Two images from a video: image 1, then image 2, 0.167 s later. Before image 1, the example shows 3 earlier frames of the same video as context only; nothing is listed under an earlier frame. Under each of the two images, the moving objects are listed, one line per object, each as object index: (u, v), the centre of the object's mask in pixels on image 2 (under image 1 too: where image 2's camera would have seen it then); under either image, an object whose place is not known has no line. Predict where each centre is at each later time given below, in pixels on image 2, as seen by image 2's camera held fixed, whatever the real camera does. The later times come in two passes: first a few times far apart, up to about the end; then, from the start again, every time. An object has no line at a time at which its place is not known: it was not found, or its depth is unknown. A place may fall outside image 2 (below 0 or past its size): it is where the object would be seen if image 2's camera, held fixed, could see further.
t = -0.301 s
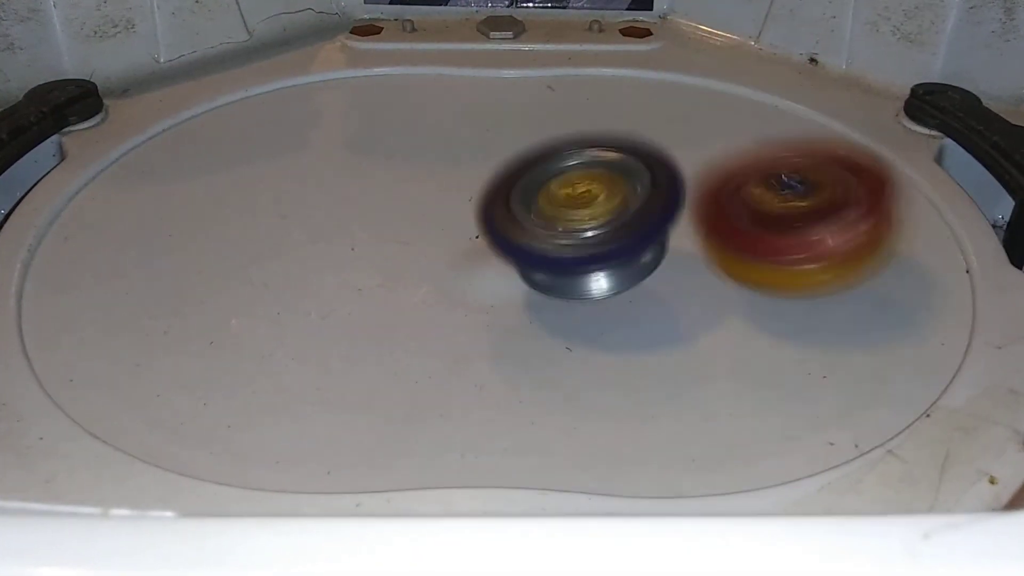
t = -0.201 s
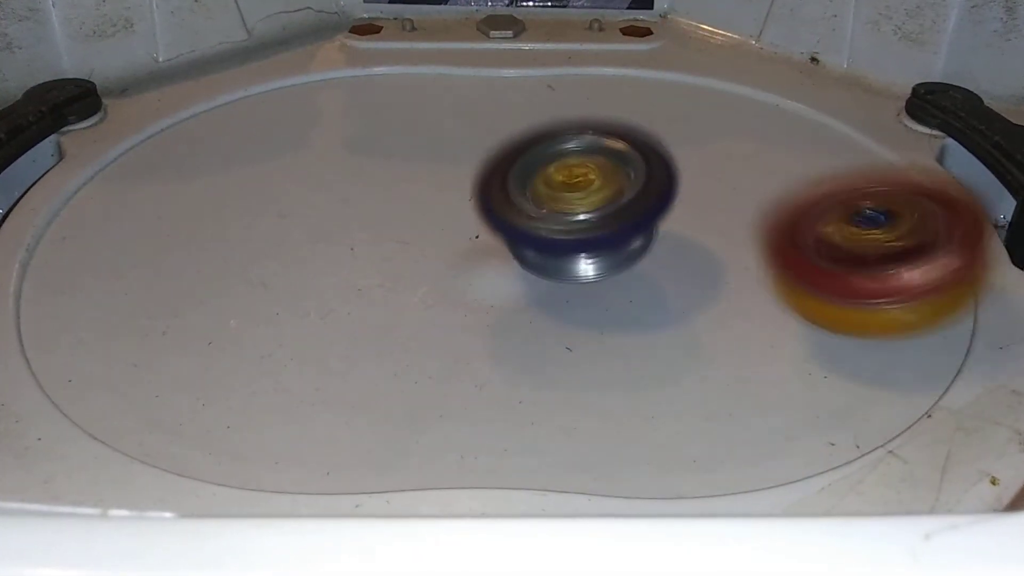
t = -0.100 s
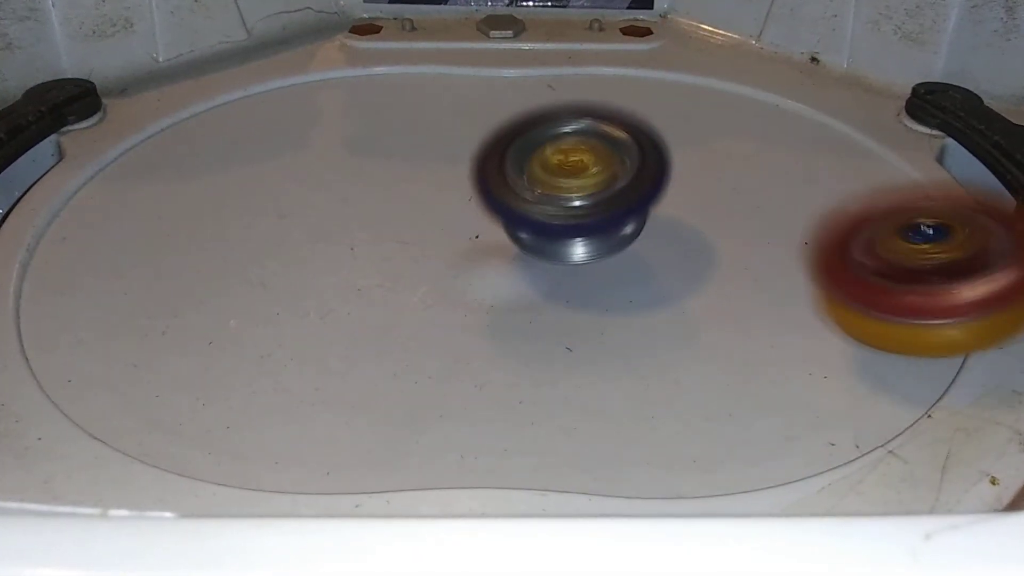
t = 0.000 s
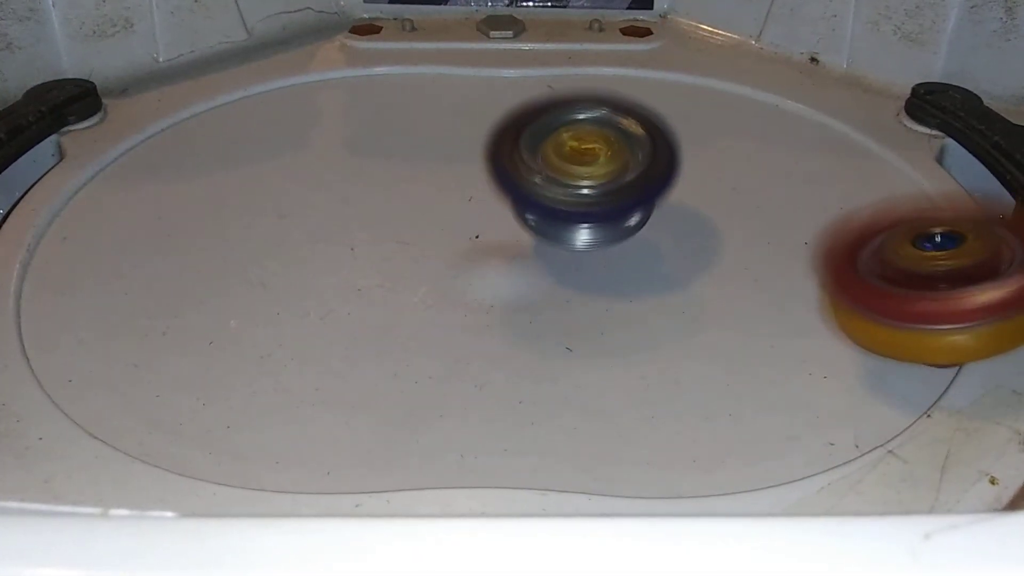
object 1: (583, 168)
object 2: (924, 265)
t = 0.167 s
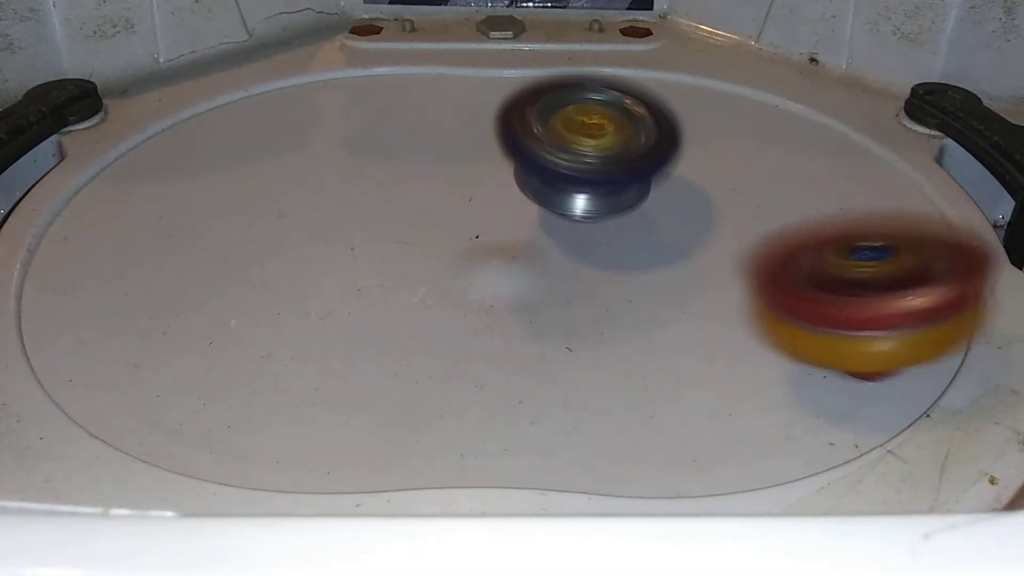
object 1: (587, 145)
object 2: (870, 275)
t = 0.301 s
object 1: (551, 138)
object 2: (725, 280)
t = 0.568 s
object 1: (466, 167)
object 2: (362, 281)
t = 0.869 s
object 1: (436, 195)
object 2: (100, 275)
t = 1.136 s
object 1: (433, 217)
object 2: (204, 253)
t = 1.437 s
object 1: (593, 185)
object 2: (184, 229)
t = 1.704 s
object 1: (593, 175)
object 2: (340, 187)
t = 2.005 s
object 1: (663, 164)
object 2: (335, 106)
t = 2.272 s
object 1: (641, 177)
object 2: (351, 124)
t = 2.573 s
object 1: (681, 211)
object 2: (463, 166)
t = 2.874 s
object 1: (822, 273)
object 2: (384, 164)
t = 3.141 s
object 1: (767, 270)
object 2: (413, 188)
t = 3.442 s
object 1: (670, 254)
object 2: (493, 158)
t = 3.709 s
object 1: (577, 245)
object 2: (396, 174)
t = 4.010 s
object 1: (648, 282)
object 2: (241, 165)
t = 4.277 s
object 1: (659, 287)
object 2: (178, 194)
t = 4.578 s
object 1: (647, 269)
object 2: (456, 197)
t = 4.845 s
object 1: (605, 248)
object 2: (393, 92)
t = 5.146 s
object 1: (507, 237)
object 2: (356, 116)
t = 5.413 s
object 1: (549, 331)
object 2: (386, 123)
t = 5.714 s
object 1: (483, 333)
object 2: (410, 128)
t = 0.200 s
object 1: (581, 142)
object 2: (842, 275)
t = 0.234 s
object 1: (573, 139)
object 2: (807, 276)
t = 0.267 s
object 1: (562, 138)
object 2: (769, 279)
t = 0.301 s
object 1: (551, 138)
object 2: (725, 280)
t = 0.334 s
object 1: (539, 139)
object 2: (675, 281)
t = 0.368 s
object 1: (527, 142)
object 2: (625, 283)
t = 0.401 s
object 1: (516, 145)
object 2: (579, 284)
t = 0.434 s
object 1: (505, 149)
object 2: (533, 285)
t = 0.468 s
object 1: (494, 154)
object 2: (488, 287)
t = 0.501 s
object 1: (484, 159)
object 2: (445, 286)
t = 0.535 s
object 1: (474, 163)
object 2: (404, 284)
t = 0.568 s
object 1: (466, 167)
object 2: (362, 281)
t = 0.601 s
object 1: (459, 172)
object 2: (318, 275)
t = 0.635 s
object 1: (454, 177)
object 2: (275, 272)
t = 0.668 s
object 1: (451, 182)
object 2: (231, 269)
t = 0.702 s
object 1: (448, 186)
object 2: (191, 269)
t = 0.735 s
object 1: (446, 189)
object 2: (153, 269)
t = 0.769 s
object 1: (444, 191)
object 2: (126, 270)
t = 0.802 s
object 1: (441, 193)
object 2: (110, 272)
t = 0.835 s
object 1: (438, 194)
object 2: (103, 273)
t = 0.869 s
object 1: (436, 195)
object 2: (100, 275)
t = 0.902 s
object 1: (433, 197)
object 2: (100, 275)
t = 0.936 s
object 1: (432, 200)
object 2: (101, 275)
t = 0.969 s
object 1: (431, 203)
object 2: (106, 274)
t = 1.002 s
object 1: (431, 206)
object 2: (112, 273)
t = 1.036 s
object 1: (431, 209)
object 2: (125, 271)
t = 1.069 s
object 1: (431, 212)
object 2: (147, 267)
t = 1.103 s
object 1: (431, 214)
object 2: (172, 261)
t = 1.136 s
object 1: (433, 217)
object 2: (204, 253)
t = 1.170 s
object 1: (438, 219)
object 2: (230, 242)
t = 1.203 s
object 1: (468, 210)
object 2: (215, 239)
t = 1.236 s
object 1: (494, 204)
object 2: (191, 236)
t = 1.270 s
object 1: (523, 201)
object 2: (178, 235)
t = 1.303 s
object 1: (556, 197)
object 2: (171, 233)
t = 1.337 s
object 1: (576, 192)
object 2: (171, 233)
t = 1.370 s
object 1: (587, 188)
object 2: (173, 233)
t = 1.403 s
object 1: (591, 186)
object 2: (178, 231)
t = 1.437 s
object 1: (593, 185)
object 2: (184, 229)
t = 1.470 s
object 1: (595, 183)
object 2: (193, 226)
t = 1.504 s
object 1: (596, 182)
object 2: (205, 224)
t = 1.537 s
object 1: (597, 181)
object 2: (221, 221)
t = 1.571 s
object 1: (596, 180)
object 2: (241, 216)
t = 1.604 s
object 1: (596, 178)
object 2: (263, 211)
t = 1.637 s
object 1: (596, 177)
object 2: (288, 204)
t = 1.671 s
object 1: (595, 176)
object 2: (314, 196)
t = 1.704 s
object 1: (593, 175)
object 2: (340, 187)
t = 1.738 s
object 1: (591, 174)
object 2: (365, 178)
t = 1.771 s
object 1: (590, 174)
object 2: (389, 168)
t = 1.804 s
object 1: (618, 171)
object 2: (385, 154)
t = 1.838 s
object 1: (644, 167)
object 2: (375, 142)
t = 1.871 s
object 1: (661, 165)
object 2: (366, 131)
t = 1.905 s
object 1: (667, 163)
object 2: (358, 123)
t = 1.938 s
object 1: (668, 162)
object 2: (349, 116)
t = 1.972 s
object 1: (666, 163)
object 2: (341, 110)
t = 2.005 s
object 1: (663, 164)
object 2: (335, 106)
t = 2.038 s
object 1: (661, 166)
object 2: (331, 104)
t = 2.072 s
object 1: (658, 168)
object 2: (329, 104)
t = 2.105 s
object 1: (656, 169)
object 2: (327, 105)
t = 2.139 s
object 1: (654, 171)
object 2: (327, 106)
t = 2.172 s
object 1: (651, 173)
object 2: (330, 108)
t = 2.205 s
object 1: (648, 174)
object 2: (334, 112)
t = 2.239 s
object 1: (644, 176)
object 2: (341, 118)
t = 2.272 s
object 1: (641, 177)
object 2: (351, 124)
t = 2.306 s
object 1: (637, 179)
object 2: (363, 130)
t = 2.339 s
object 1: (633, 181)
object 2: (378, 136)
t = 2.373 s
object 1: (629, 183)
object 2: (397, 144)
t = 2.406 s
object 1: (626, 186)
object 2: (418, 152)
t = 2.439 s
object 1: (626, 188)
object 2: (440, 159)
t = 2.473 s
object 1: (642, 195)
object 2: (448, 161)
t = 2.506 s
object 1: (651, 200)
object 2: (458, 164)
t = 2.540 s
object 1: (654, 203)
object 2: (468, 167)
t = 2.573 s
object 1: (681, 211)
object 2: (463, 166)
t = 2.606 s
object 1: (715, 221)
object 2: (447, 162)
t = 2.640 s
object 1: (745, 231)
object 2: (433, 158)
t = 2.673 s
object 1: (769, 243)
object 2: (420, 157)
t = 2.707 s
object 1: (787, 252)
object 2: (409, 157)
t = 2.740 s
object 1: (803, 260)
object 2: (402, 157)
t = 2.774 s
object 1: (815, 266)
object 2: (395, 158)
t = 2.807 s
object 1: (822, 269)
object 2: (390, 160)
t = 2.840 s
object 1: (823, 272)
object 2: (387, 162)
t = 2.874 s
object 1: (822, 273)
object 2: (384, 164)
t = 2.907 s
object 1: (818, 274)
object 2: (384, 166)
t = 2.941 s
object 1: (811, 274)
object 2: (384, 168)
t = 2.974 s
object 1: (803, 275)
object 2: (385, 172)
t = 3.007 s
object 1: (795, 274)
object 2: (389, 175)
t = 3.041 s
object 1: (788, 274)
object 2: (393, 178)
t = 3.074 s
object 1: (780, 274)
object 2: (398, 181)
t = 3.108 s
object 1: (774, 272)
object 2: (405, 184)
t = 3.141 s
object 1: (767, 270)
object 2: (413, 188)
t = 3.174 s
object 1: (761, 270)
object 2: (423, 192)
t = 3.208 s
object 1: (754, 268)
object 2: (437, 196)
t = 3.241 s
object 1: (747, 267)
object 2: (445, 196)
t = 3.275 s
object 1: (740, 265)
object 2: (453, 190)
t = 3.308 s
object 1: (732, 264)
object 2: (459, 181)
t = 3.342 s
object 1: (722, 263)
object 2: (470, 171)
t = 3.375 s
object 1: (708, 260)
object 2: (485, 164)
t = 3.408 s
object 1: (690, 258)
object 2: (494, 161)
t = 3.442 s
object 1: (670, 254)
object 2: (493, 158)
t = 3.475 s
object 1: (650, 251)
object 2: (485, 159)
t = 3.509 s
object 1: (628, 246)
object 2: (475, 160)
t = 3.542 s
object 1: (605, 243)
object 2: (458, 163)
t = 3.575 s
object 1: (598, 243)
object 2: (440, 165)
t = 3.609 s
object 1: (594, 243)
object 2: (424, 167)
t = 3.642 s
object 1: (590, 242)
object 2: (413, 169)
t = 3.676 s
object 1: (584, 243)
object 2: (403, 171)
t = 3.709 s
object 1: (577, 245)
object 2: (396, 174)
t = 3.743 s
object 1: (572, 245)
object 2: (390, 177)
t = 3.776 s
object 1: (566, 245)
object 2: (385, 180)
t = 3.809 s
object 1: (561, 246)
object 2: (381, 183)
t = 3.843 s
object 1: (556, 248)
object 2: (378, 186)
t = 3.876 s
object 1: (568, 253)
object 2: (370, 187)
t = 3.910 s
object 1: (599, 260)
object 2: (334, 178)
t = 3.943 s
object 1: (622, 268)
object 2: (301, 170)
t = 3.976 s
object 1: (638, 276)
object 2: (269, 167)
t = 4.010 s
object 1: (648, 282)
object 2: (241, 165)
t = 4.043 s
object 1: (656, 287)
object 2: (217, 166)
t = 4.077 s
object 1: (660, 289)
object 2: (196, 166)
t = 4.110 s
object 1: (663, 289)
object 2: (181, 169)
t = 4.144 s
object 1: (664, 290)
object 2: (171, 172)
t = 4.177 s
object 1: (662, 289)
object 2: (168, 177)
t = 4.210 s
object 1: (661, 288)
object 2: (167, 183)
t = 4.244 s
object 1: (660, 288)
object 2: (173, 187)
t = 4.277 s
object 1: (659, 287)
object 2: (178, 194)
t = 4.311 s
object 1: (657, 285)
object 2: (192, 199)
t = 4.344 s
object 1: (655, 284)
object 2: (210, 206)
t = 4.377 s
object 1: (653, 283)
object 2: (235, 212)
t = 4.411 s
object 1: (651, 280)
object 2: (265, 217)
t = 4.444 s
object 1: (647, 278)
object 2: (305, 222)
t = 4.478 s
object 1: (643, 277)
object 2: (344, 223)
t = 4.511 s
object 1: (639, 274)
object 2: (387, 223)
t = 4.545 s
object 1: (635, 271)
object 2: (434, 215)
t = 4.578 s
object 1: (647, 269)
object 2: (456, 197)
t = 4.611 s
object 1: (657, 265)
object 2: (451, 181)
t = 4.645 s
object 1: (658, 263)
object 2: (448, 166)
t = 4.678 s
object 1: (652, 261)
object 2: (446, 152)
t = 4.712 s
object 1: (647, 260)
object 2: (437, 135)
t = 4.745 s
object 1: (641, 258)
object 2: (428, 121)
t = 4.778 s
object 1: (630, 256)
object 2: (418, 108)
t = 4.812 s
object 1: (618, 252)
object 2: (405, 99)
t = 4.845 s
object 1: (605, 248)
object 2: (393, 92)
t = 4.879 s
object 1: (591, 246)
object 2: (382, 85)
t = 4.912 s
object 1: (574, 243)
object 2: (372, 83)
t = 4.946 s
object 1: (557, 239)
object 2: (364, 82)
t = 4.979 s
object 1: (540, 236)
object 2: (359, 83)
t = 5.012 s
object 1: (523, 234)
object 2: (354, 87)
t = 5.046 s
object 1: (514, 233)
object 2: (351, 91)
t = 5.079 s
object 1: (509, 234)
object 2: (349, 96)
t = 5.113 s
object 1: (508, 235)
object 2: (350, 102)
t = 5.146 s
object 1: (507, 237)
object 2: (356, 116)
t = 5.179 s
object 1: (504, 239)
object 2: (363, 129)
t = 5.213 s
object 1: (502, 239)
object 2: (371, 139)
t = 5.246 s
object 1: (499, 242)
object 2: (383, 149)
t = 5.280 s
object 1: (516, 264)
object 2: (395, 151)
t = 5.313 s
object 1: (536, 283)
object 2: (395, 142)
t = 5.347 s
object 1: (550, 306)
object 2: (392, 134)
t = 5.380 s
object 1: (552, 320)
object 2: (389, 126)
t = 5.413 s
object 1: (549, 331)
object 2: (386, 123)
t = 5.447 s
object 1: (539, 339)
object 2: (383, 119)
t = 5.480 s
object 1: (529, 343)
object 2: (383, 115)
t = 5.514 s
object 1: (517, 347)
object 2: (384, 112)
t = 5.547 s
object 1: (512, 346)
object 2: (385, 113)
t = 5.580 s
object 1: (505, 345)
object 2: (387, 113)
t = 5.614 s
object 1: (500, 343)
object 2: (389, 114)
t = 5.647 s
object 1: (494, 339)
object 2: (394, 118)
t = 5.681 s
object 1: (489, 337)
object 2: (401, 123)
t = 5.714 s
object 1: (483, 333)
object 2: (410, 128)
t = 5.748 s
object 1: (477, 331)
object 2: (420, 134)
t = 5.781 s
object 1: (474, 328)
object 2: (432, 141)
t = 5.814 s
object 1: (470, 325)
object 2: (446, 150)
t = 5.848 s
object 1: (471, 314)
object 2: (462, 166)
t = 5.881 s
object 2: (478, 166)
